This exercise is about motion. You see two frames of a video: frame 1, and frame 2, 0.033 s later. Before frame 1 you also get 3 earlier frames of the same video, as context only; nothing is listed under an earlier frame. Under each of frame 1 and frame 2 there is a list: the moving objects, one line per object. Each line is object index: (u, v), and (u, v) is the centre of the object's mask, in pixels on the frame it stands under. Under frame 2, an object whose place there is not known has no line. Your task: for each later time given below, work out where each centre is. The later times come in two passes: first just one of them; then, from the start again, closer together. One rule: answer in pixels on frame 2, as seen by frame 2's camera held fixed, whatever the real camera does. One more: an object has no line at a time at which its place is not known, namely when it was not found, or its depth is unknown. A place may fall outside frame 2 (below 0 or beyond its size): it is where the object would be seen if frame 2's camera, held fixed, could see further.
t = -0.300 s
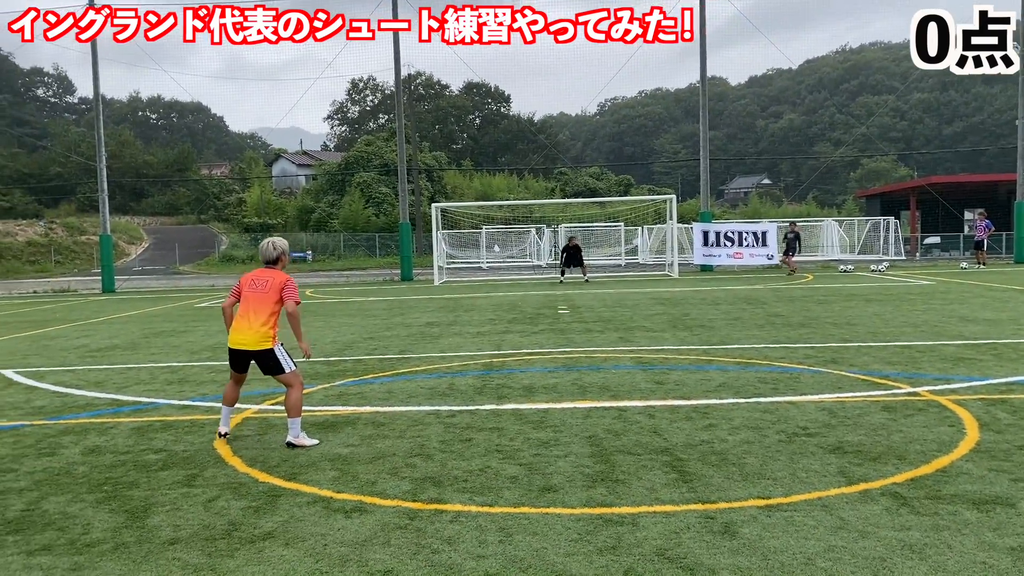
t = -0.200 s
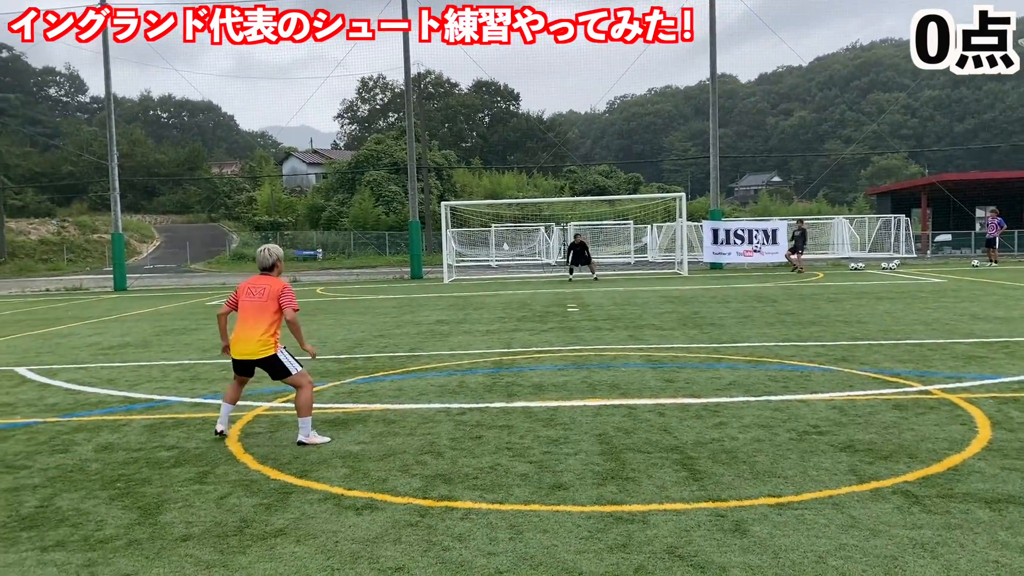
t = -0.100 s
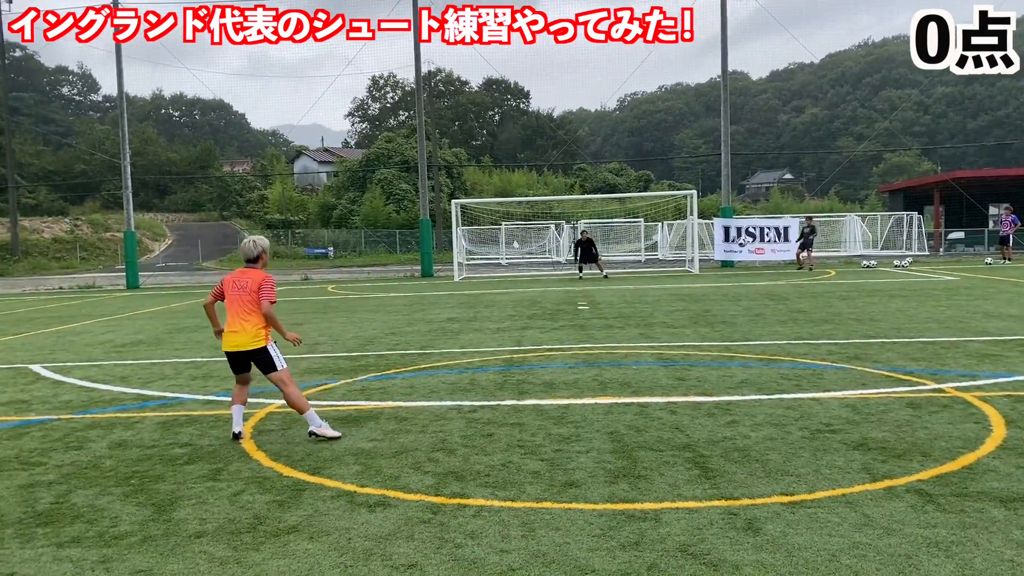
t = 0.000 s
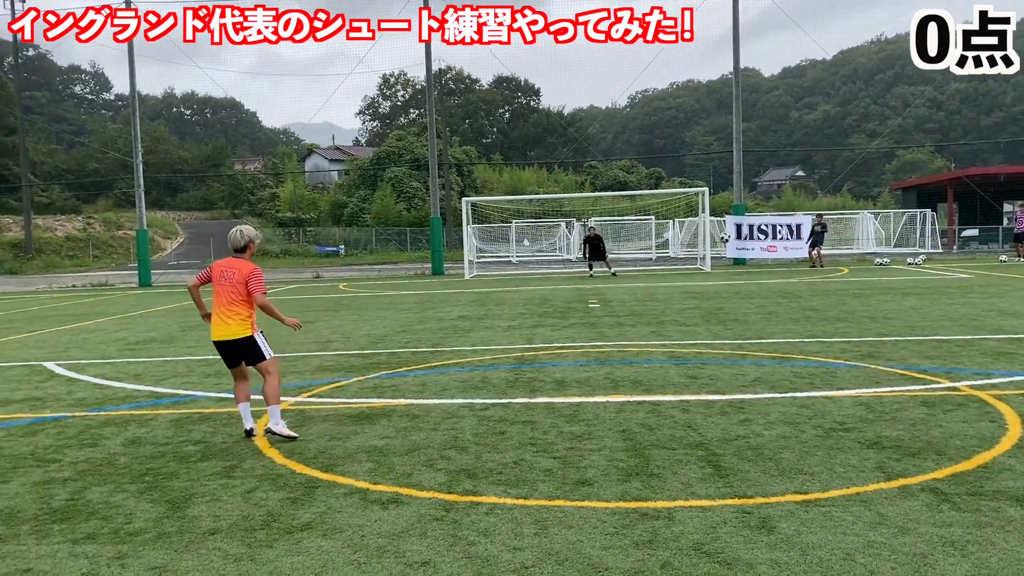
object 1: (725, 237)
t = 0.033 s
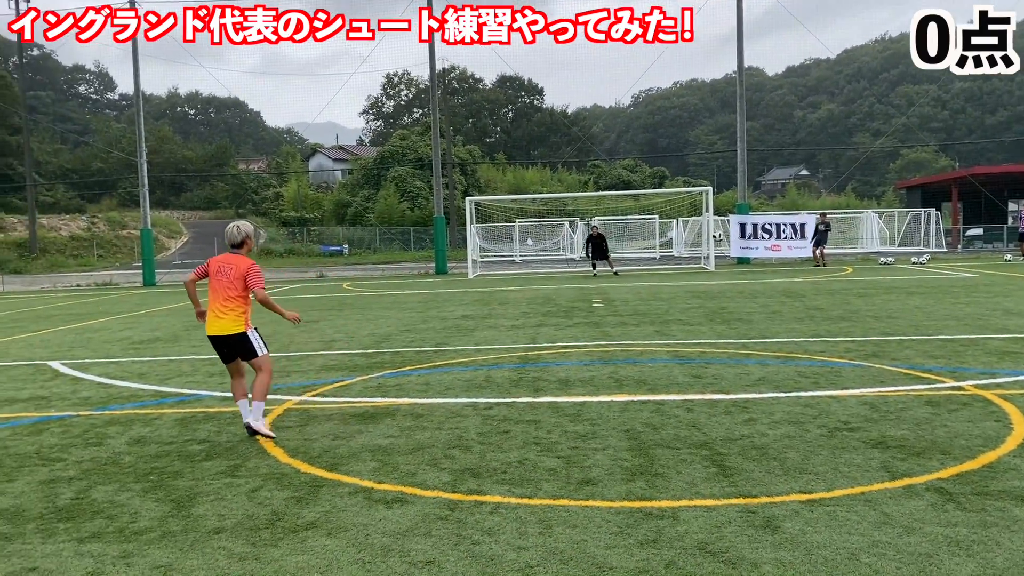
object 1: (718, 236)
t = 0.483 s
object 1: (517, 278)
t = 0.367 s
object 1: (587, 255)
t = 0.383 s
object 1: (578, 259)
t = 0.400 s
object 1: (569, 261)
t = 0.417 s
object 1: (560, 264)
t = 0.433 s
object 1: (550, 266)
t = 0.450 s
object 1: (539, 270)
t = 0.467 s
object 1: (528, 273)
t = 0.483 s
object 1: (517, 278)
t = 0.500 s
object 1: (505, 282)
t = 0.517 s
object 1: (492, 286)
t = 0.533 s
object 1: (480, 291)
